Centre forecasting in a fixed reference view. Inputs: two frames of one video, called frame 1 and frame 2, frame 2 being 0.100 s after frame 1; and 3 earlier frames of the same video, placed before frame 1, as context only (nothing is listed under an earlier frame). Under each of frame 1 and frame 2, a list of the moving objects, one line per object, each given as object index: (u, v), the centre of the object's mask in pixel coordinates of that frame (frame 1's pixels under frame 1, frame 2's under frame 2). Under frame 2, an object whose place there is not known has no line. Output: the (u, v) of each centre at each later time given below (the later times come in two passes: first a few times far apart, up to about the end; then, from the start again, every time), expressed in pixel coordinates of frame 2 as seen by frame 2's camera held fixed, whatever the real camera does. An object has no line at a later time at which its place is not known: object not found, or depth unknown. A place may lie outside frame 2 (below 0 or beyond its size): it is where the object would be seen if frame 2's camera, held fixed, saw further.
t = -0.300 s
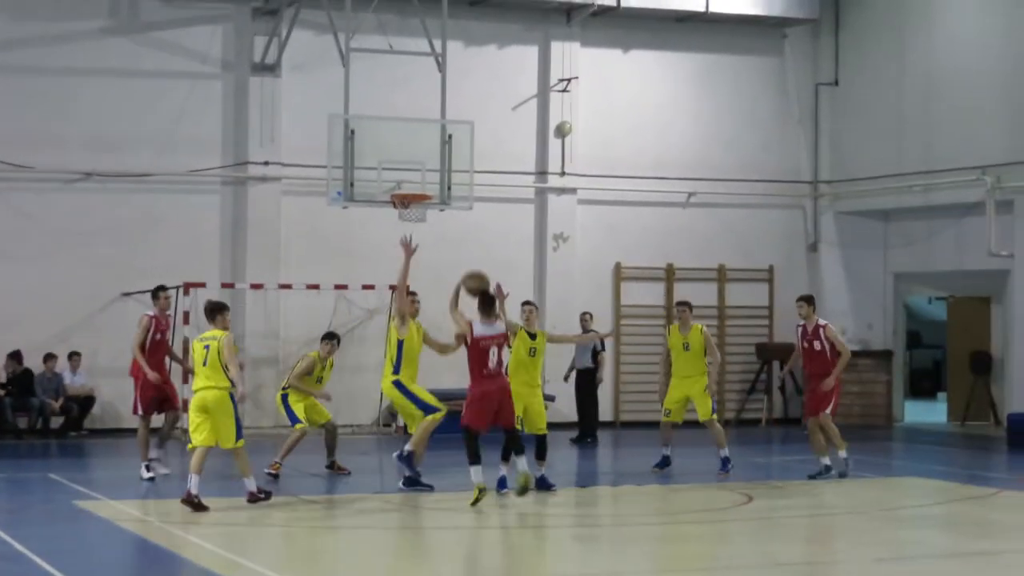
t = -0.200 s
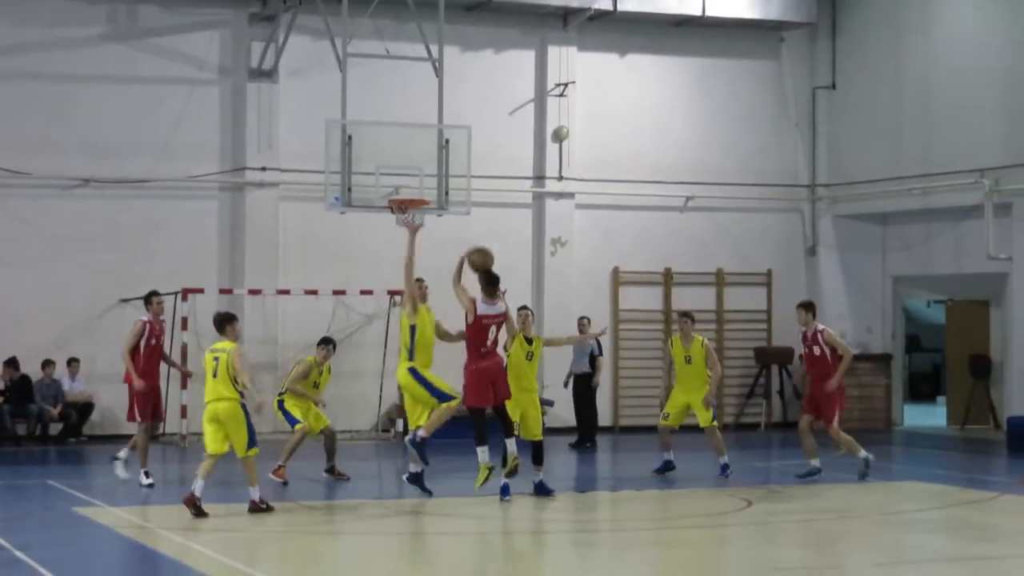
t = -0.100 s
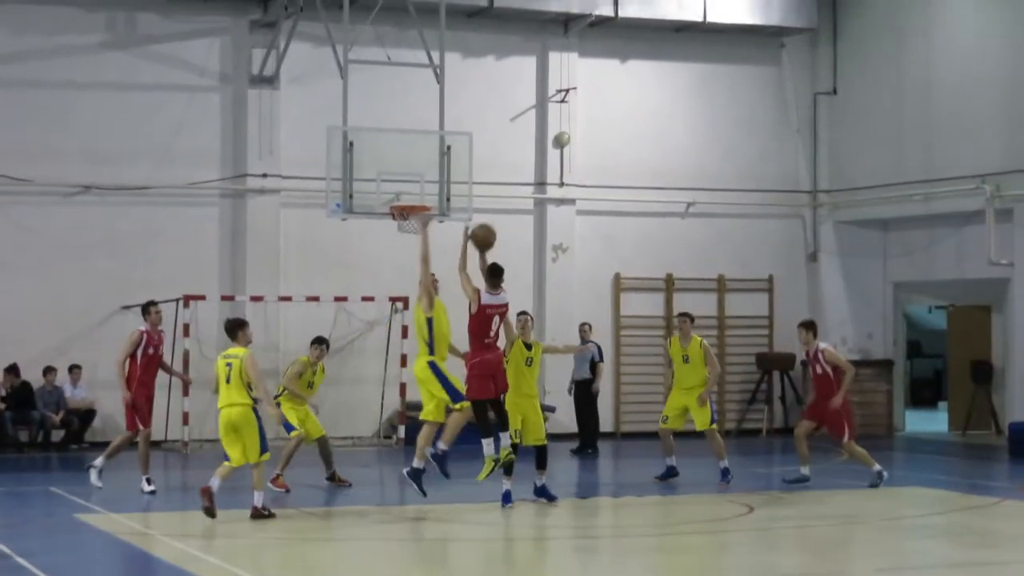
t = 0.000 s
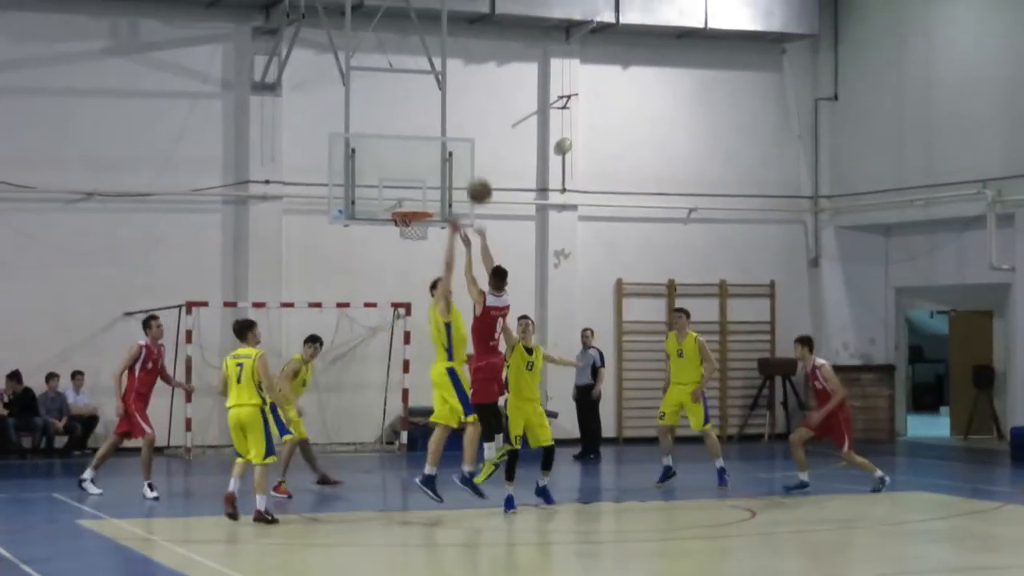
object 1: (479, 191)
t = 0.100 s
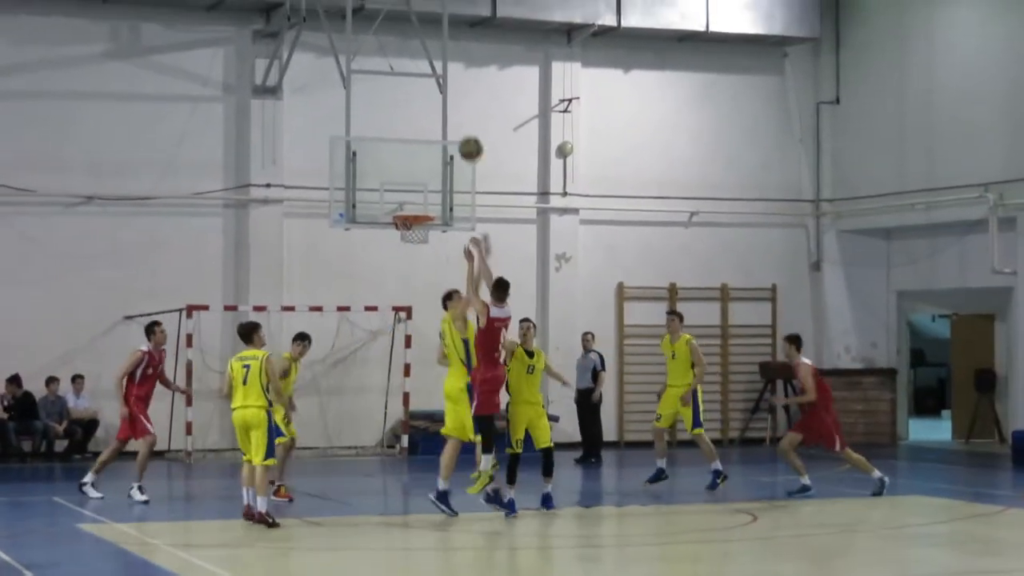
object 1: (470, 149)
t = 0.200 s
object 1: (461, 114)
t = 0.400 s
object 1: (441, 78)
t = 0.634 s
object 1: (423, 86)
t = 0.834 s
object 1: (406, 130)
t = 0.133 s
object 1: (467, 136)
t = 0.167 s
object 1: (464, 125)
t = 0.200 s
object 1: (461, 114)
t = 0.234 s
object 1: (458, 105)
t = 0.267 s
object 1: (455, 97)
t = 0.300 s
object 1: (451, 90)
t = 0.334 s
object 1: (448, 85)
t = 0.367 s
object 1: (445, 81)
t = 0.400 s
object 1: (441, 78)
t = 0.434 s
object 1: (438, 76)
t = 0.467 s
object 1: (435, 75)
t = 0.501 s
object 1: (432, 74)
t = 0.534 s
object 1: (430, 76)
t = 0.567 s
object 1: (427, 79)
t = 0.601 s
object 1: (424, 82)
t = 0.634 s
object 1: (423, 86)
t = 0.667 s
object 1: (420, 91)
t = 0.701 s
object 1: (419, 99)
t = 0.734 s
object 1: (416, 106)
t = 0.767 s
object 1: (413, 114)
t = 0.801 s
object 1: (410, 122)
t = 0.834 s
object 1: (406, 130)
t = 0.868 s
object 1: (404, 141)
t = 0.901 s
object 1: (401, 152)
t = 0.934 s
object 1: (398, 165)
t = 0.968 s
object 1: (395, 178)
